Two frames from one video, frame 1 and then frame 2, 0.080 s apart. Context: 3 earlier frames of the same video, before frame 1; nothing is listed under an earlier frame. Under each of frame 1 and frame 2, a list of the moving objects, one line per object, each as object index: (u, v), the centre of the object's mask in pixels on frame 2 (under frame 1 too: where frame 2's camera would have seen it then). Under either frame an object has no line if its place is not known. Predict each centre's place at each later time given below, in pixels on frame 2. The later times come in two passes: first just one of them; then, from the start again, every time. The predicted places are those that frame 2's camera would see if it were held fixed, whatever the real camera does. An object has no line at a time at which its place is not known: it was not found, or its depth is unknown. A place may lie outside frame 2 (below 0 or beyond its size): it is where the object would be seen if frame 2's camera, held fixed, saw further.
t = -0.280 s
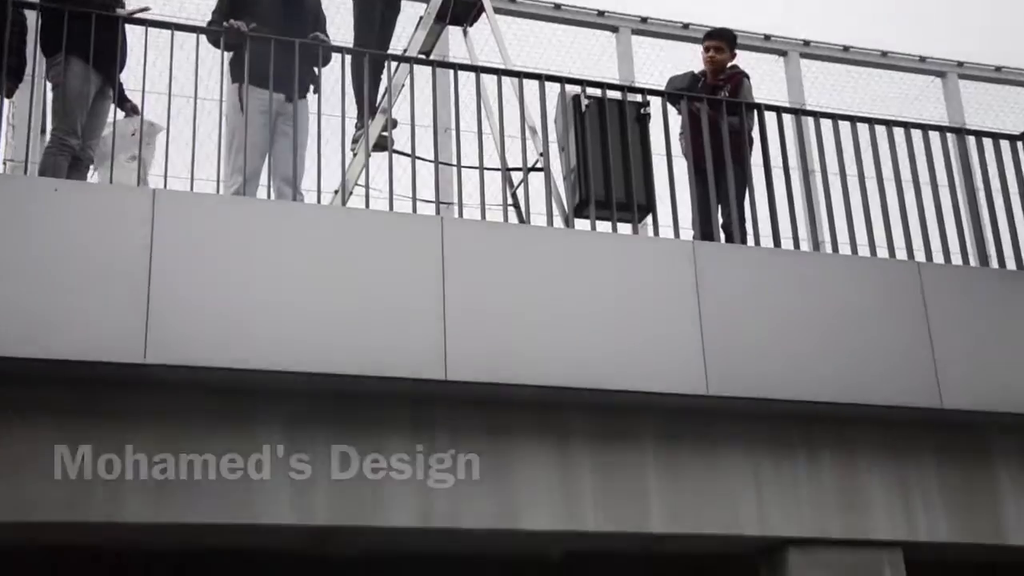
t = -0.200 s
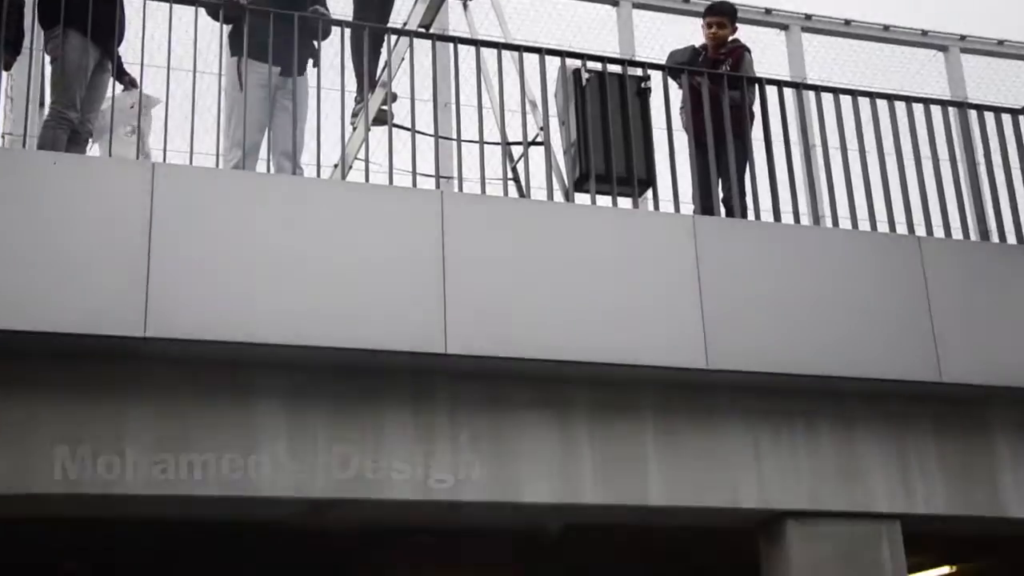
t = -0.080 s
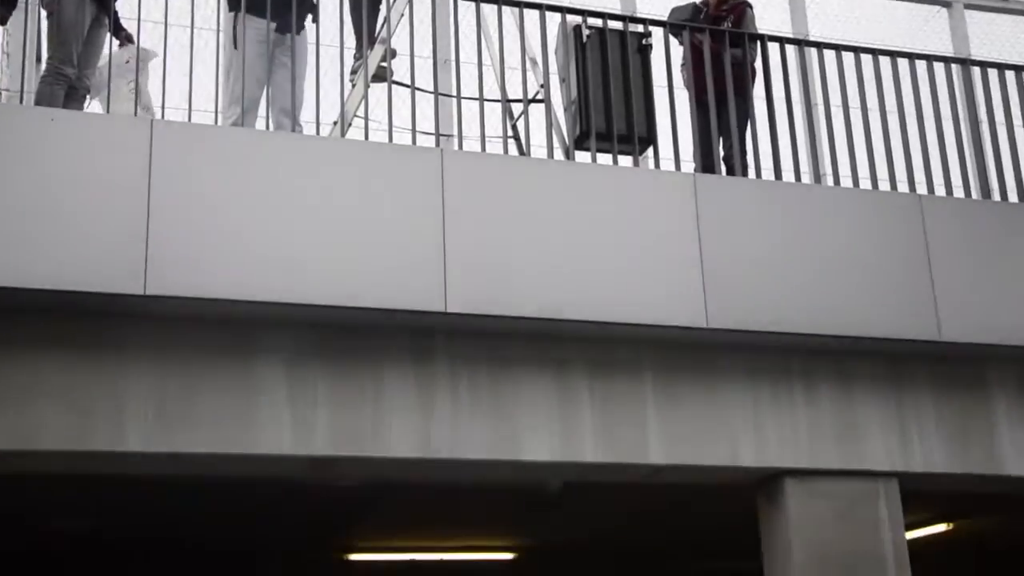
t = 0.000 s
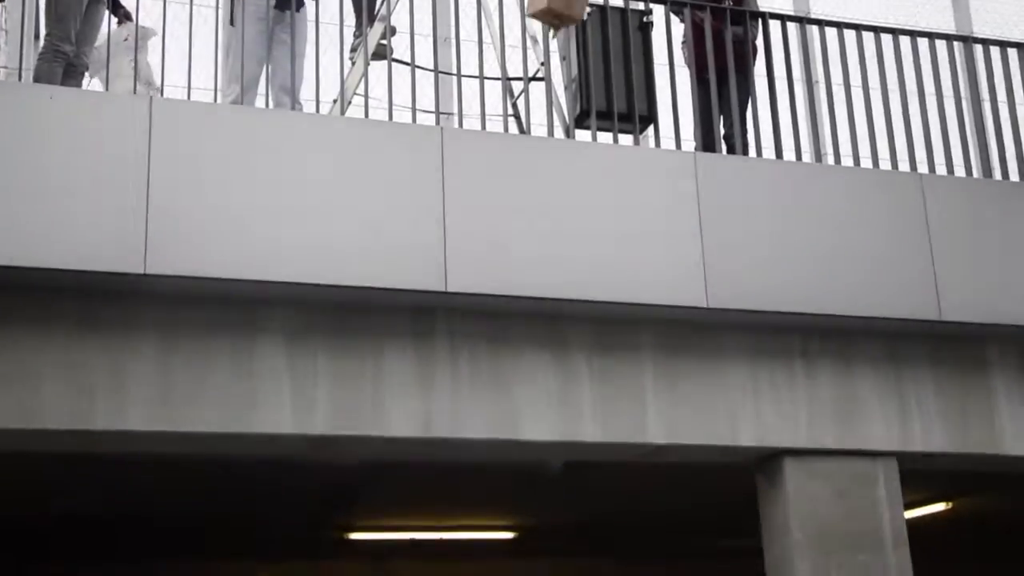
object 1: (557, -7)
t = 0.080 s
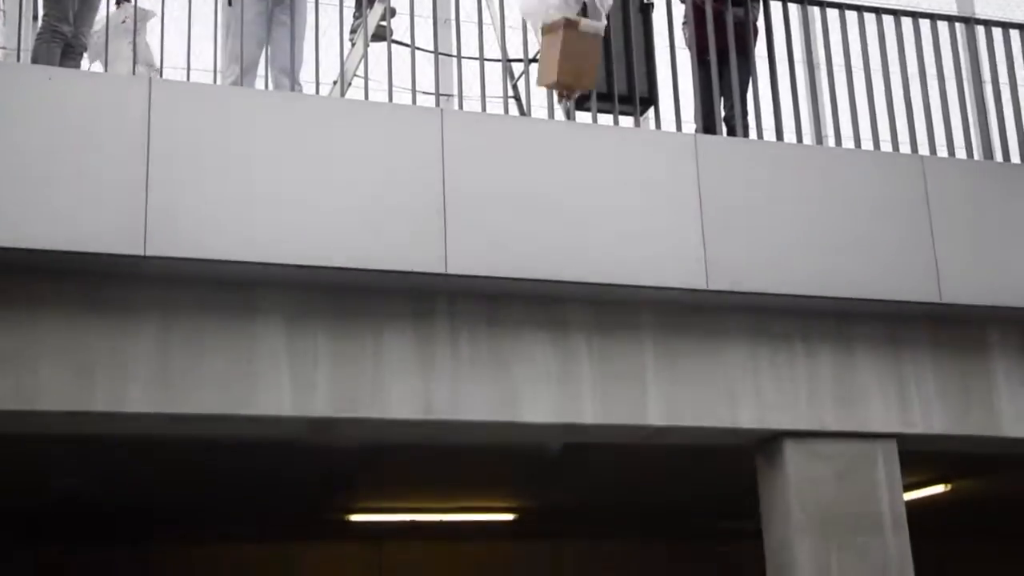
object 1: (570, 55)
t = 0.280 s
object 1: (599, 343)
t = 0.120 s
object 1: (575, 106)
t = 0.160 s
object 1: (580, 161)
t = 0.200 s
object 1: (585, 220)
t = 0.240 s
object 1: (590, 282)
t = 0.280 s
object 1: (599, 343)
